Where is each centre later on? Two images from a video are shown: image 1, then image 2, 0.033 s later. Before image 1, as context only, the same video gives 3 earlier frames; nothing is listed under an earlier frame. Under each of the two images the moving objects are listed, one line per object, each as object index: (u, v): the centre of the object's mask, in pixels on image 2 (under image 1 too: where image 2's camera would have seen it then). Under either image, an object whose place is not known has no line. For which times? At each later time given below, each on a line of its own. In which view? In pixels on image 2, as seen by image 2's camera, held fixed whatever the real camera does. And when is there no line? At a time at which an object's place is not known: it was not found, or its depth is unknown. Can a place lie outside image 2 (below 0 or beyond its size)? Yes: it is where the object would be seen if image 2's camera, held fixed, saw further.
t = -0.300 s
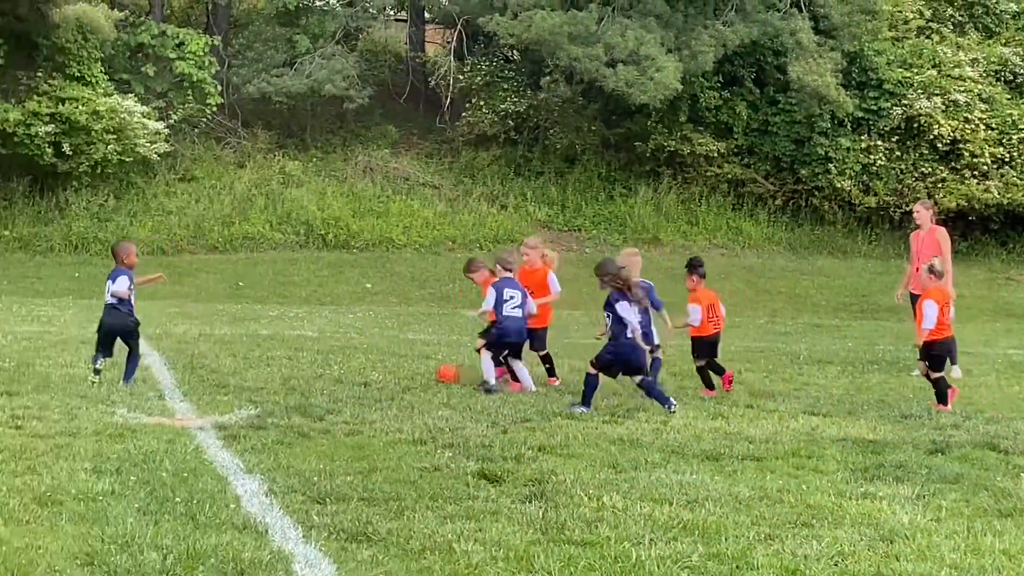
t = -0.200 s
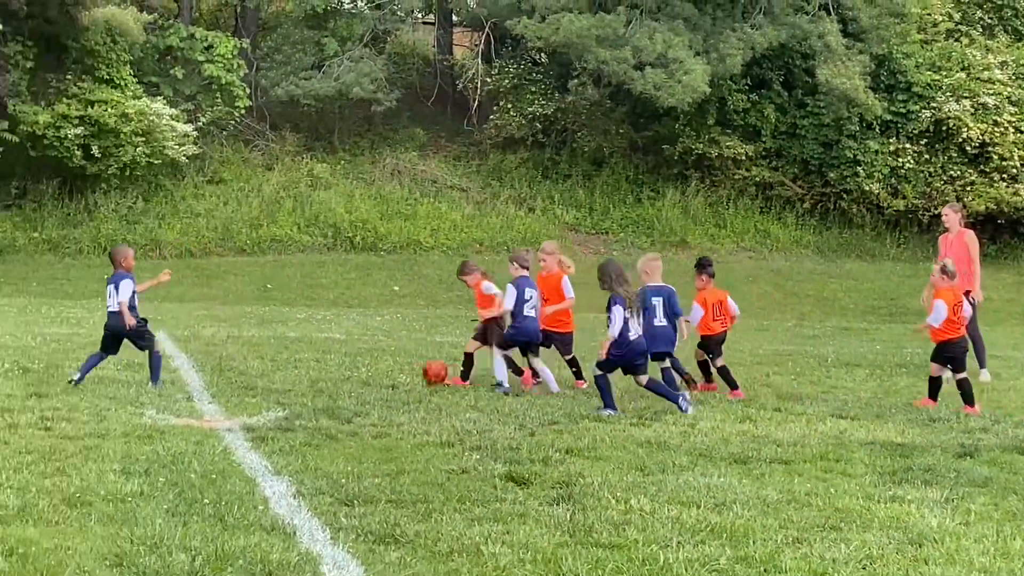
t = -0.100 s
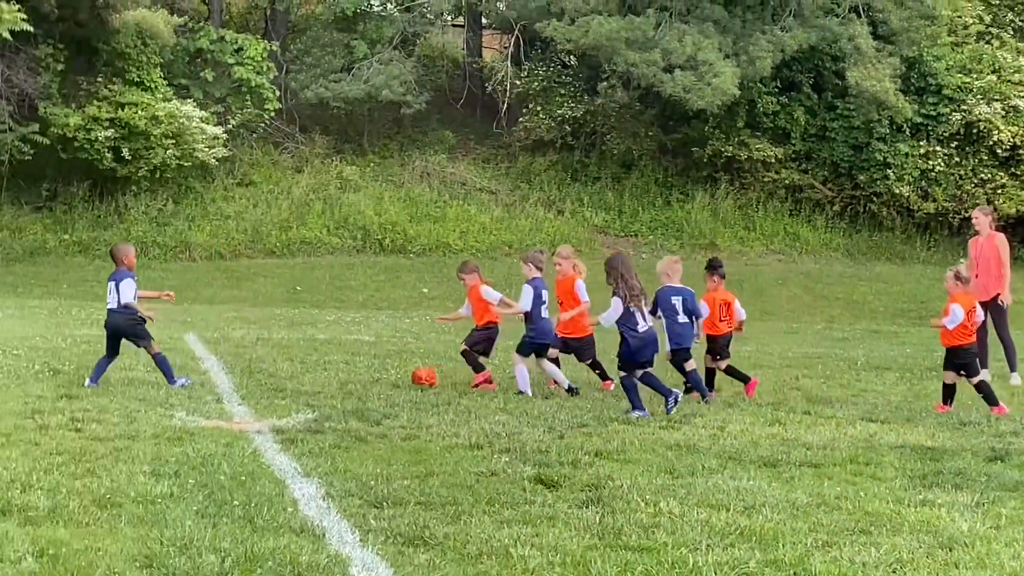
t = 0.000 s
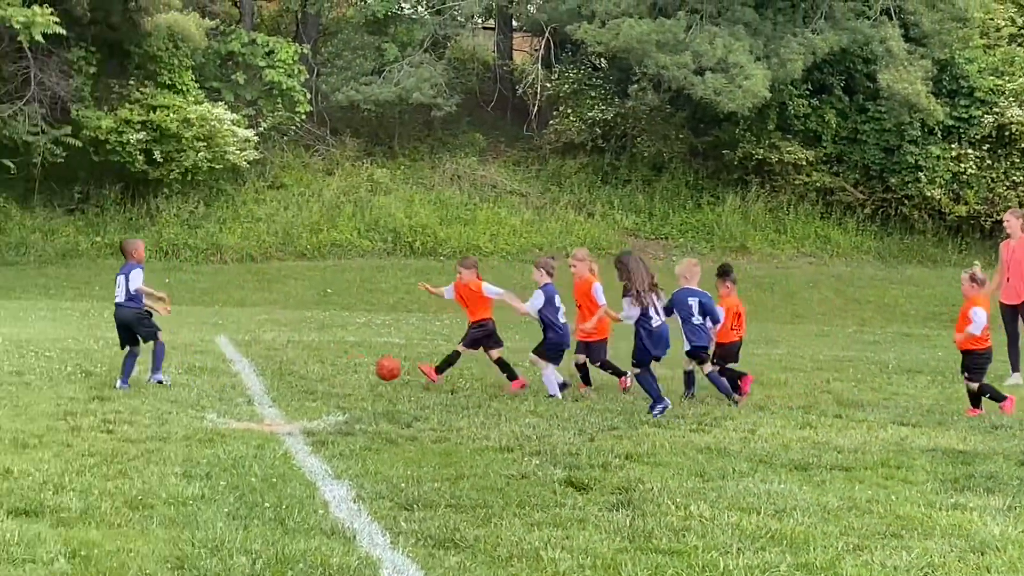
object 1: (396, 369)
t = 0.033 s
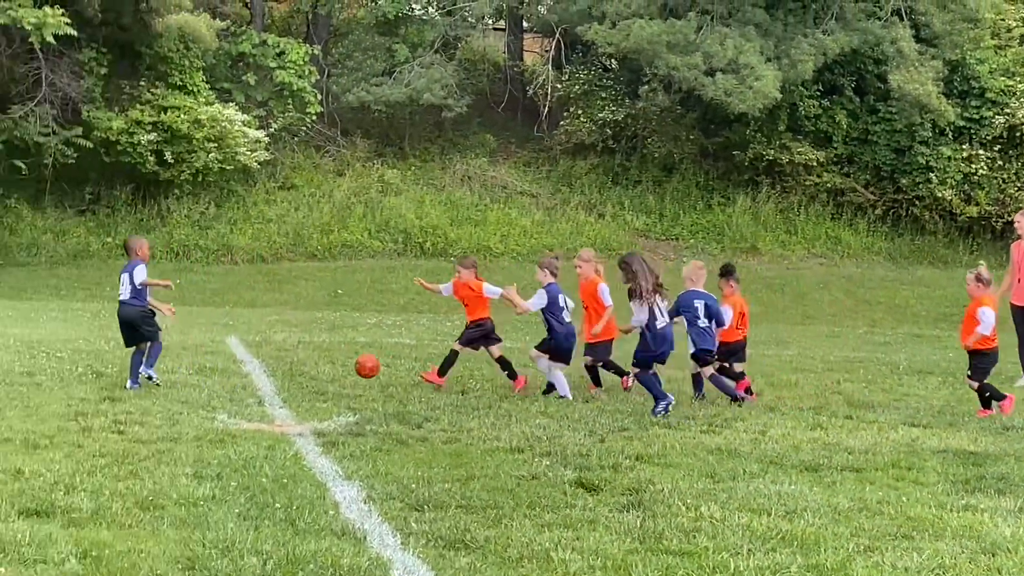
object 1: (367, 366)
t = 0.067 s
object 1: (339, 364)
